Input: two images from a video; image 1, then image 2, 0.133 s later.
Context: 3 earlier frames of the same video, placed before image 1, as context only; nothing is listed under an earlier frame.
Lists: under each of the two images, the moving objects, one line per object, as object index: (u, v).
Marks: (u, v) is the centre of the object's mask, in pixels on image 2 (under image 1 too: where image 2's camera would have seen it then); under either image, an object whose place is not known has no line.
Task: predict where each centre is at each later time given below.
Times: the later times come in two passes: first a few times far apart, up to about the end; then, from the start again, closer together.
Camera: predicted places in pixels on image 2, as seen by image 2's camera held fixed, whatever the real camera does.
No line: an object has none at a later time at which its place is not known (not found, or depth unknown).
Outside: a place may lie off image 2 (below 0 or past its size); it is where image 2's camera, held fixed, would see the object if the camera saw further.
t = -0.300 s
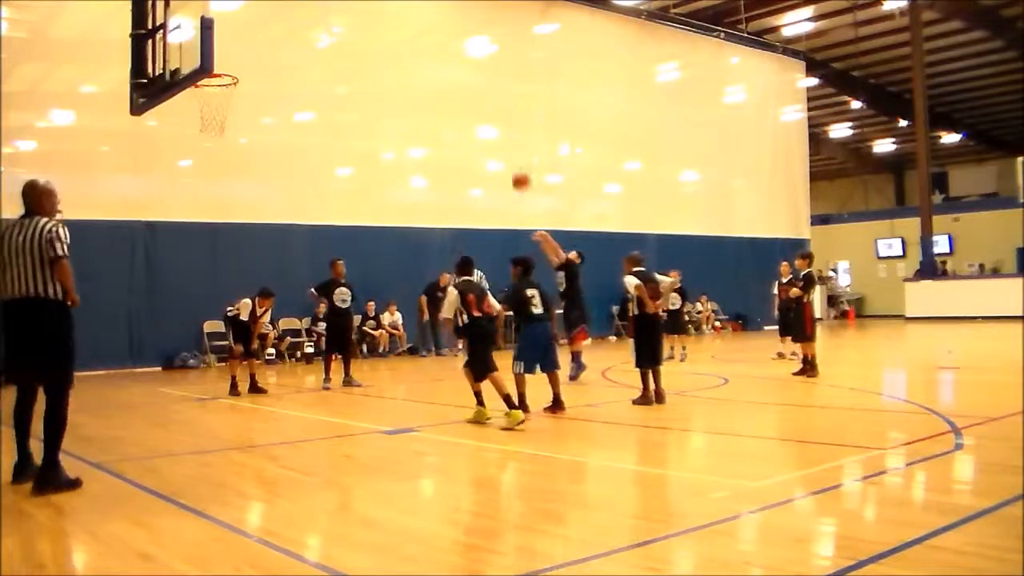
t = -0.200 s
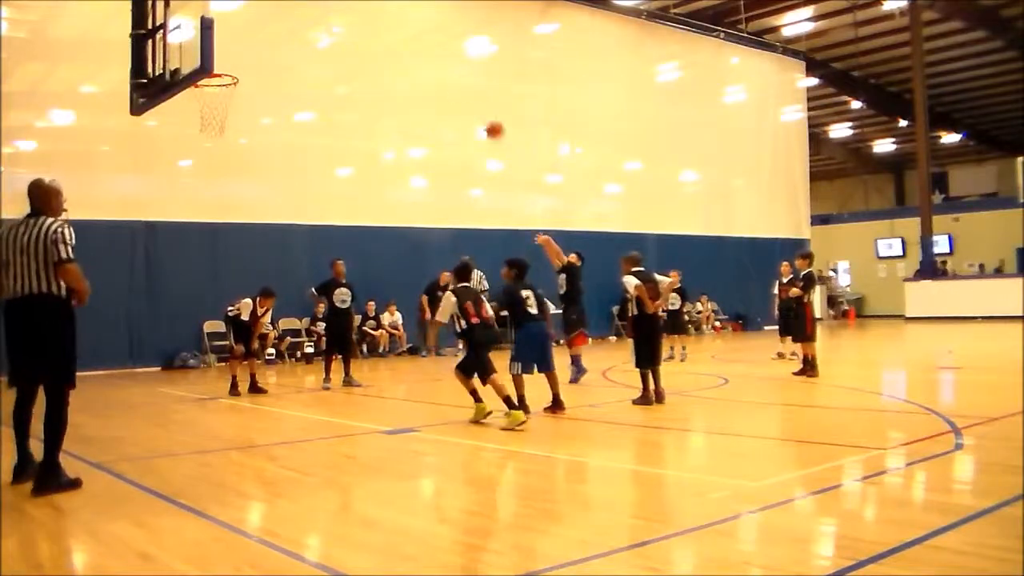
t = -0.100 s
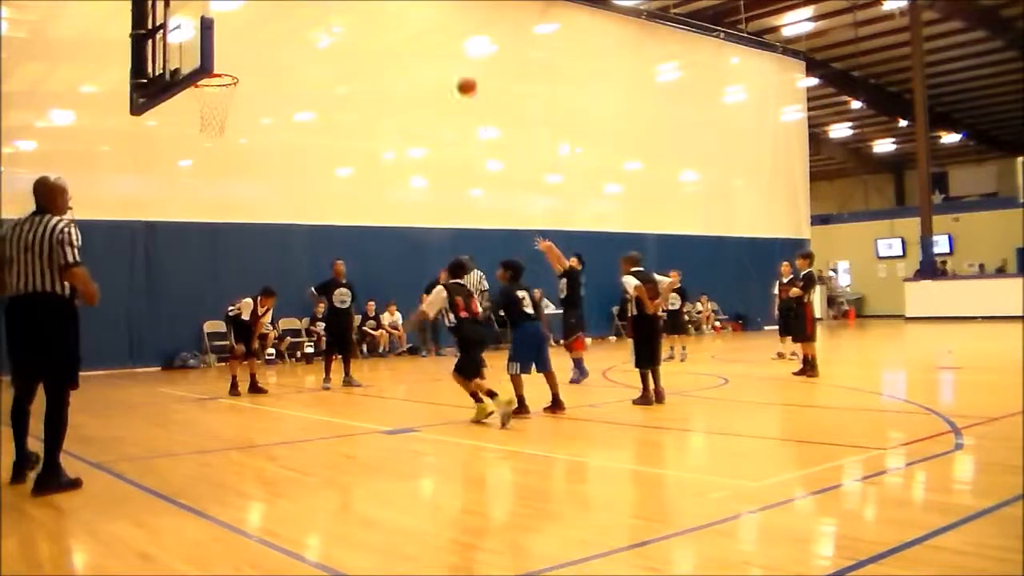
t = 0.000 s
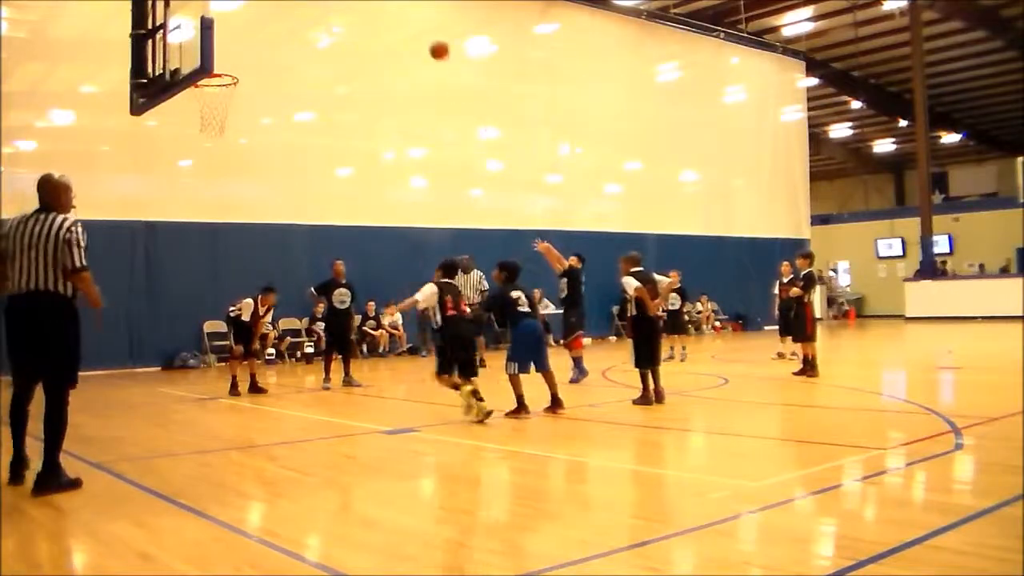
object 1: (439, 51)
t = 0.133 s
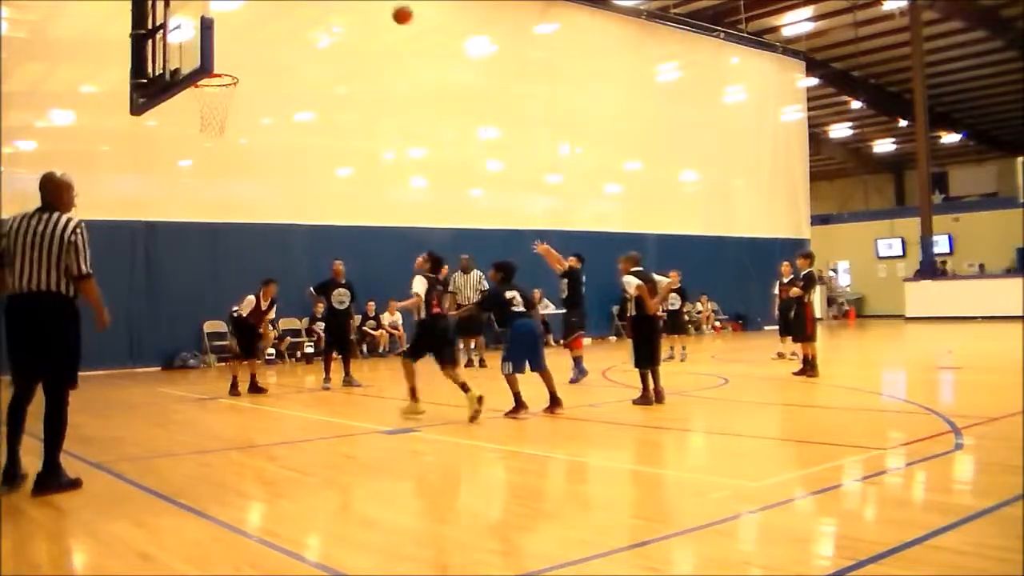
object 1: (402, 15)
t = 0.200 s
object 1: (383, 6)
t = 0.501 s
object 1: (294, 4)
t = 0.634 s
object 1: (250, 24)
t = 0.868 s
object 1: (223, 96)
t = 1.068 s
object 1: (243, 94)
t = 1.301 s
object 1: (231, 124)
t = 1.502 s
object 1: (210, 191)
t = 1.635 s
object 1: (198, 258)
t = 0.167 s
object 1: (393, 9)
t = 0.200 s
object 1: (383, 6)
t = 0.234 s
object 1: (373, 4)
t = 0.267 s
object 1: (364, 2)
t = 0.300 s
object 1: (353, 1)
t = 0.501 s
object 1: (294, 4)
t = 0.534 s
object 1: (283, 6)
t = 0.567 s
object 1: (272, 9)
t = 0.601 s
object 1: (262, 15)
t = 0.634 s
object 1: (250, 24)
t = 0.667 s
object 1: (239, 33)
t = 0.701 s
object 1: (228, 44)
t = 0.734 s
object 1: (221, 57)
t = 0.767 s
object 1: (213, 73)
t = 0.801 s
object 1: (202, 85)
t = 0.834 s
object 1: (210, 89)
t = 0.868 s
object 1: (223, 96)
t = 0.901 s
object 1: (231, 99)
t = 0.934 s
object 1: (236, 98)
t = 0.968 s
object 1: (240, 96)
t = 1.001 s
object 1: (242, 95)
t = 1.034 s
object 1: (243, 94)
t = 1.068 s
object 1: (243, 94)
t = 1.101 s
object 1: (242, 95)
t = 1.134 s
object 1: (241, 98)
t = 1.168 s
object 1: (240, 102)
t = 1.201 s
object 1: (238, 106)
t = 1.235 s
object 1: (237, 111)
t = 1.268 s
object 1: (233, 117)
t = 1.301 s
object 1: (231, 124)
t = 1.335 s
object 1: (227, 132)
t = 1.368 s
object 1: (224, 142)
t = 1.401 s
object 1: (220, 152)
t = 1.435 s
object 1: (217, 164)
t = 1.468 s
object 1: (214, 177)
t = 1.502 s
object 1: (210, 191)
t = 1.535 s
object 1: (207, 206)
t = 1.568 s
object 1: (204, 222)
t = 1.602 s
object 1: (203, 238)
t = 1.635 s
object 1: (198, 258)
